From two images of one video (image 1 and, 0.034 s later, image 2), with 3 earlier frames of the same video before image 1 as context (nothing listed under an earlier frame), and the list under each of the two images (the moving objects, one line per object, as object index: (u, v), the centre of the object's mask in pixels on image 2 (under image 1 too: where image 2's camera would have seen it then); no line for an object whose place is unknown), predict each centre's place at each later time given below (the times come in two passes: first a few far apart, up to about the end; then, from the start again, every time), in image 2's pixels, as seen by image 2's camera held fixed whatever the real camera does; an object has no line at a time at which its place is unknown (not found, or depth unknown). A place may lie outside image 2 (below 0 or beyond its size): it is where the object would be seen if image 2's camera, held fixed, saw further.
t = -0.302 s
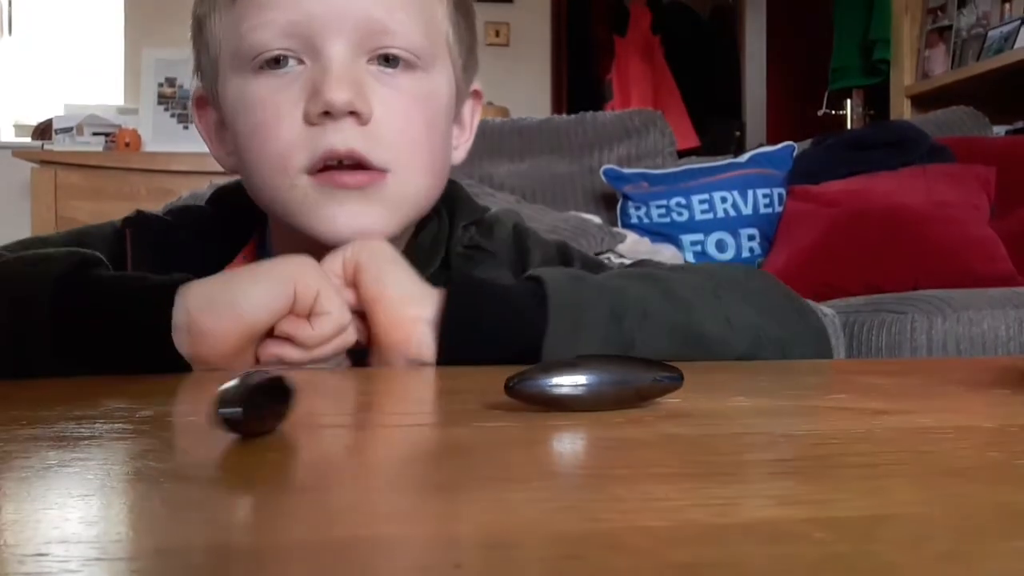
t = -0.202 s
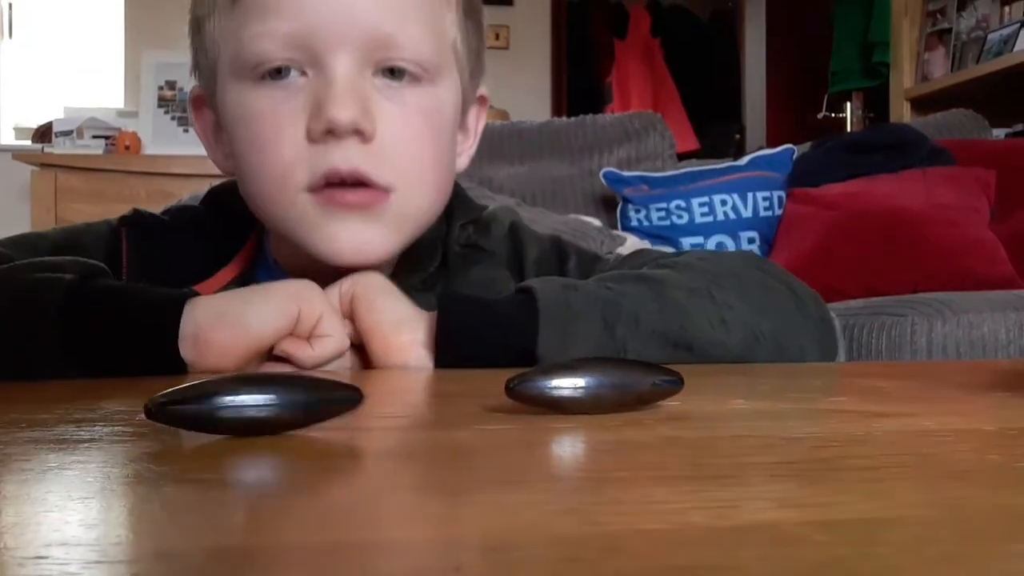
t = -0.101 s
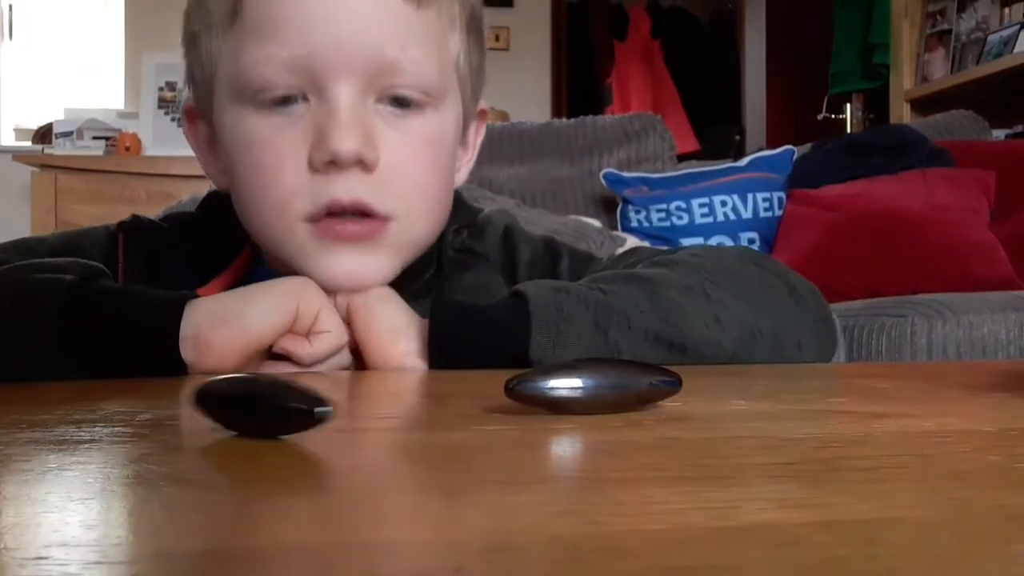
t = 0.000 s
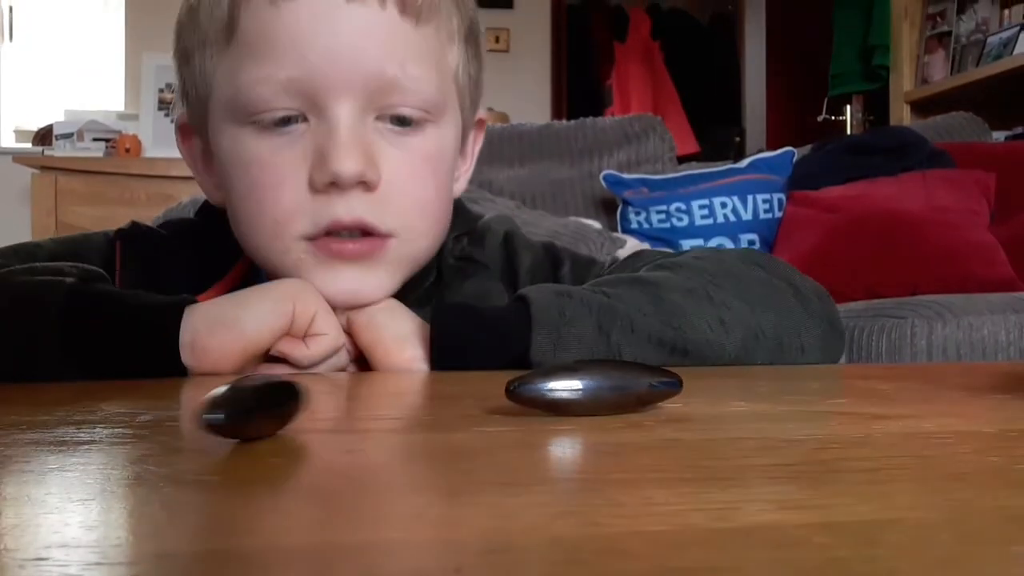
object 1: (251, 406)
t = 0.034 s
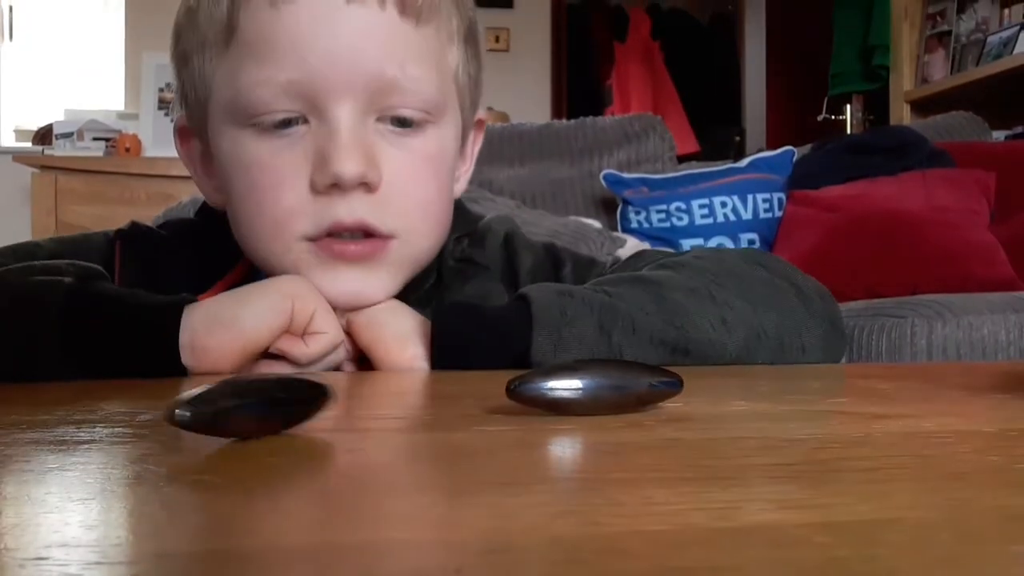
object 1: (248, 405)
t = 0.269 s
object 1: (256, 407)
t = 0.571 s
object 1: (257, 405)
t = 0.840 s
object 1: (261, 405)
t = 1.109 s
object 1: (255, 404)
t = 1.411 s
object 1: (251, 404)
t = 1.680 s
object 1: (253, 407)
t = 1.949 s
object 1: (261, 403)
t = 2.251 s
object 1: (251, 404)
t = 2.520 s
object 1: (258, 405)
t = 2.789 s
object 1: (255, 403)
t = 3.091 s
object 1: (258, 406)
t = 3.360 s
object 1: (249, 404)
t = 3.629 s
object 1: (257, 403)
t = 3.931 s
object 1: (259, 404)
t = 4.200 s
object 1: (257, 405)
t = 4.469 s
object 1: (256, 405)
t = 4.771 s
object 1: (256, 405)
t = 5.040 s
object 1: (256, 405)
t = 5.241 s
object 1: (256, 405)
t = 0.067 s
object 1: (250, 405)
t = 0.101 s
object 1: (253, 405)
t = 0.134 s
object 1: (257, 405)
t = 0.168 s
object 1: (260, 404)
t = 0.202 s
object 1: (262, 406)
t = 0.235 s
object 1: (260, 406)
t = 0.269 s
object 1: (256, 407)
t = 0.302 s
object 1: (251, 406)
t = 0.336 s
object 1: (250, 405)
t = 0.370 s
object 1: (251, 405)
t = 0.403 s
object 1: (253, 404)
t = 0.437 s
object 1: (256, 404)
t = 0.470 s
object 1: (258, 405)
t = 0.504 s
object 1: (260, 405)
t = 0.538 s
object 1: (260, 406)
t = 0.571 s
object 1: (257, 405)
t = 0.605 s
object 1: (255, 406)
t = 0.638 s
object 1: (251, 406)
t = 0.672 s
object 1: (249, 405)
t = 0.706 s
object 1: (249, 405)
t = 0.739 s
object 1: (252, 404)
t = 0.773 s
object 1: (256, 404)
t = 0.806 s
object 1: (259, 404)
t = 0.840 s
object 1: (261, 405)
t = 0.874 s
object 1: (260, 406)
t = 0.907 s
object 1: (258, 406)
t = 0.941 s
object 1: (256, 406)
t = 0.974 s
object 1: (252, 406)
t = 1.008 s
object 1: (250, 405)
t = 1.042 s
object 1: (250, 405)
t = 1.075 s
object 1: (252, 404)
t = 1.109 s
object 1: (255, 404)
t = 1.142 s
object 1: (258, 404)
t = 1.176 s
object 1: (260, 404)
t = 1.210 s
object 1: (261, 405)
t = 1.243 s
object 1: (260, 406)
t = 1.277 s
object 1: (257, 406)
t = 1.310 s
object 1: (254, 406)
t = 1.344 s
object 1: (251, 406)
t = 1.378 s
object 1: (249, 405)
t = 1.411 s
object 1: (251, 404)
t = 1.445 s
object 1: (254, 404)
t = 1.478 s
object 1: (256, 404)
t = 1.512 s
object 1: (259, 404)
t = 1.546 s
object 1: (261, 404)
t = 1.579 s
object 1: (261, 405)
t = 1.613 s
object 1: (258, 406)
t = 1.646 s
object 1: (256, 406)
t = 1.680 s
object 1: (253, 407)
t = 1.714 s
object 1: (251, 406)
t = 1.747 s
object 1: (250, 405)
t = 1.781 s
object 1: (250, 404)
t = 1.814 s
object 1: (252, 404)
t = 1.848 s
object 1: (254, 404)
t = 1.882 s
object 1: (257, 404)
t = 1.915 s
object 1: (259, 403)
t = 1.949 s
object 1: (261, 403)
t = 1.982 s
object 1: (261, 405)
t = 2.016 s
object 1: (260, 405)
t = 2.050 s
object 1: (258, 406)
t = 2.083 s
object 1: (257, 405)
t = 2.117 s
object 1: (253, 406)
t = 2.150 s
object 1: (251, 405)
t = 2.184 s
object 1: (250, 405)
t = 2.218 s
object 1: (250, 404)
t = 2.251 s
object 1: (251, 404)
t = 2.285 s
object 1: (253, 404)
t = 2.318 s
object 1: (256, 403)
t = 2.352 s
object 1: (258, 403)
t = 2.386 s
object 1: (260, 403)
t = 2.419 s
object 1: (261, 404)
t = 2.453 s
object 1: (261, 404)
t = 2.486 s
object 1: (260, 405)
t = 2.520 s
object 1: (258, 405)
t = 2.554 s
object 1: (256, 405)
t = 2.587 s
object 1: (253, 405)
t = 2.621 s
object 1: (251, 405)
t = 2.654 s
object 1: (251, 405)
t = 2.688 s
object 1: (250, 404)
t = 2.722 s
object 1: (251, 404)
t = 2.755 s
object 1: (253, 403)
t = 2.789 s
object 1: (255, 403)
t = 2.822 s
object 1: (257, 403)
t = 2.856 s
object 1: (259, 403)
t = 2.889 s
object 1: (260, 403)
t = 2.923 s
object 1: (261, 404)
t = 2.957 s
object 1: (261, 404)
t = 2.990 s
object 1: (260, 404)
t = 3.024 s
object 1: (259, 405)
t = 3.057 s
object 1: (259, 405)
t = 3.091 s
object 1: (258, 406)
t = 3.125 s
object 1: (257, 405)
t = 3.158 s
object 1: (254, 405)
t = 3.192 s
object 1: (252, 405)
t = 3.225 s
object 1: (251, 405)
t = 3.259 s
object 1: (250, 405)
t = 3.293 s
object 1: (249, 405)
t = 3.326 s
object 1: (249, 404)
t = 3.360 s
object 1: (249, 404)
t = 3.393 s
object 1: (249, 404)
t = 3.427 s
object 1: (250, 404)
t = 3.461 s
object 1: (250, 403)
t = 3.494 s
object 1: (251, 403)
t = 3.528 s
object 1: (253, 403)
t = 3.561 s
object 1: (254, 403)
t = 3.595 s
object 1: (256, 403)
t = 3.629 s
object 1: (257, 403)
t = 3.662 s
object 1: (257, 403)
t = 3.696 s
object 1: (258, 403)
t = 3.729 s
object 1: (259, 403)
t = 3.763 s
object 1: (259, 403)
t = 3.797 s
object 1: (260, 404)
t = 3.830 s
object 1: (260, 404)
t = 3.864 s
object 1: (260, 404)
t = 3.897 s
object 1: (260, 404)
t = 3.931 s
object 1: (259, 404)
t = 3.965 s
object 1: (259, 405)
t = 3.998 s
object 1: (259, 405)
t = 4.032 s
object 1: (257, 405)
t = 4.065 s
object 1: (258, 405)
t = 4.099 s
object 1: (257, 405)
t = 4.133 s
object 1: (257, 405)
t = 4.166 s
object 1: (257, 405)
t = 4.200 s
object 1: (257, 405)
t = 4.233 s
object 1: (256, 405)
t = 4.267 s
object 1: (256, 405)
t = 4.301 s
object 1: (256, 405)
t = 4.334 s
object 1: (256, 405)
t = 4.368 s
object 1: (256, 405)
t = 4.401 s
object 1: (256, 405)
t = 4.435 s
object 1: (256, 405)
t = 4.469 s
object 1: (256, 405)
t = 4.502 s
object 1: (256, 405)
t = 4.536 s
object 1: (256, 405)
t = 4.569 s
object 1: (256, 405)
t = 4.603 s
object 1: (256, 405)
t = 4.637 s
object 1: (256, 405)
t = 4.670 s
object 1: (256, 405)
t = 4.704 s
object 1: (256, 405)
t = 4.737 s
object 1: (256, 405)
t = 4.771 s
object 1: (256, 405)
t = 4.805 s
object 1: (256, 405)
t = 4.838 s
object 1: (256, 405)
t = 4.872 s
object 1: (256, 405)
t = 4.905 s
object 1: (256, 405)
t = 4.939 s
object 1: (256, 405)
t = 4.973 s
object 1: (256, 405)
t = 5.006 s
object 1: (256, 405)
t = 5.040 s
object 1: (256, 405)
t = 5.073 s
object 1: (256, 405)
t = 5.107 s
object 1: (256, 405)
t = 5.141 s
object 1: (256, 405)
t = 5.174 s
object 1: (256, 405)
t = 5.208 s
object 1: (256, 405)
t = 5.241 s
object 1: (256, 405)
